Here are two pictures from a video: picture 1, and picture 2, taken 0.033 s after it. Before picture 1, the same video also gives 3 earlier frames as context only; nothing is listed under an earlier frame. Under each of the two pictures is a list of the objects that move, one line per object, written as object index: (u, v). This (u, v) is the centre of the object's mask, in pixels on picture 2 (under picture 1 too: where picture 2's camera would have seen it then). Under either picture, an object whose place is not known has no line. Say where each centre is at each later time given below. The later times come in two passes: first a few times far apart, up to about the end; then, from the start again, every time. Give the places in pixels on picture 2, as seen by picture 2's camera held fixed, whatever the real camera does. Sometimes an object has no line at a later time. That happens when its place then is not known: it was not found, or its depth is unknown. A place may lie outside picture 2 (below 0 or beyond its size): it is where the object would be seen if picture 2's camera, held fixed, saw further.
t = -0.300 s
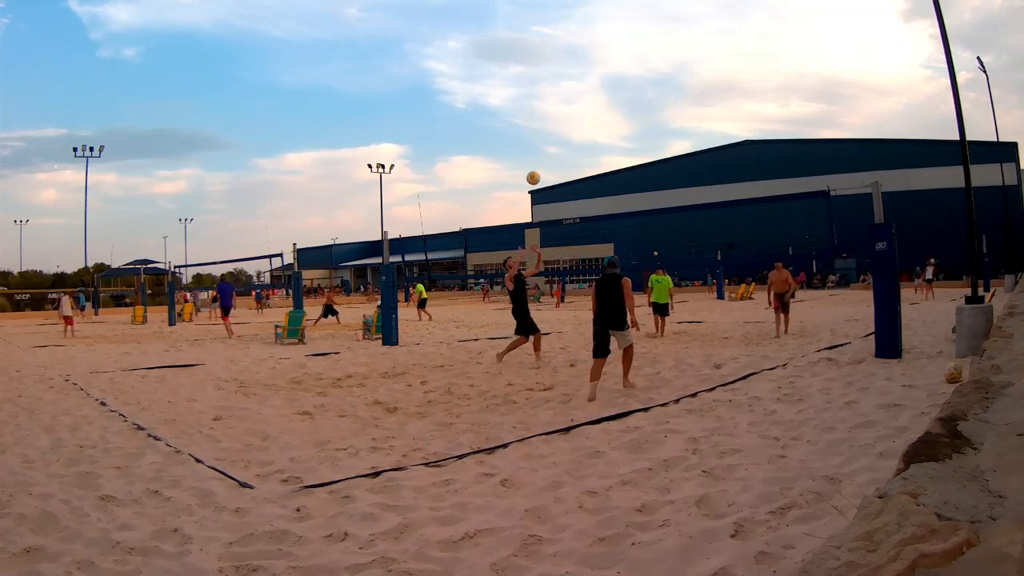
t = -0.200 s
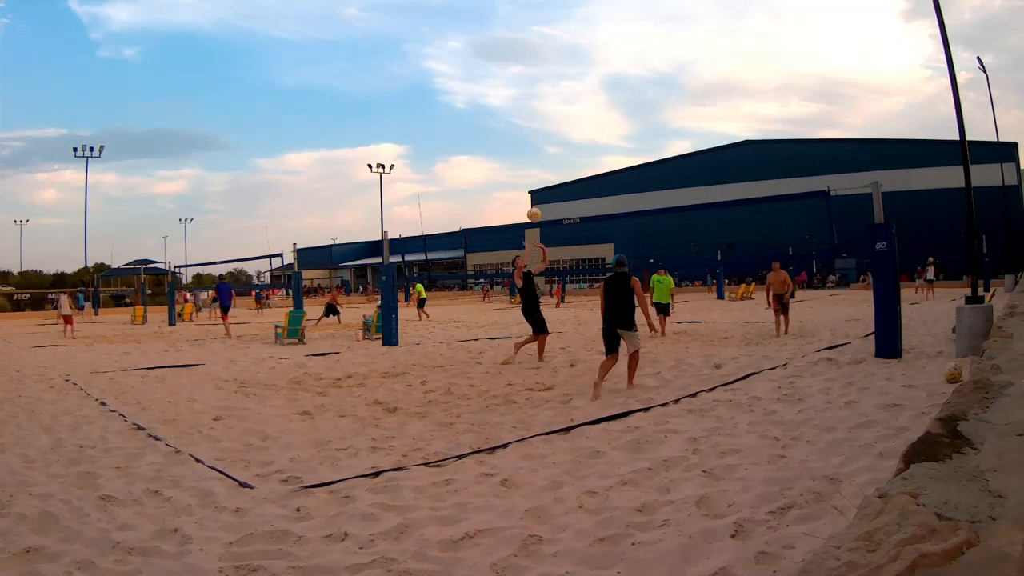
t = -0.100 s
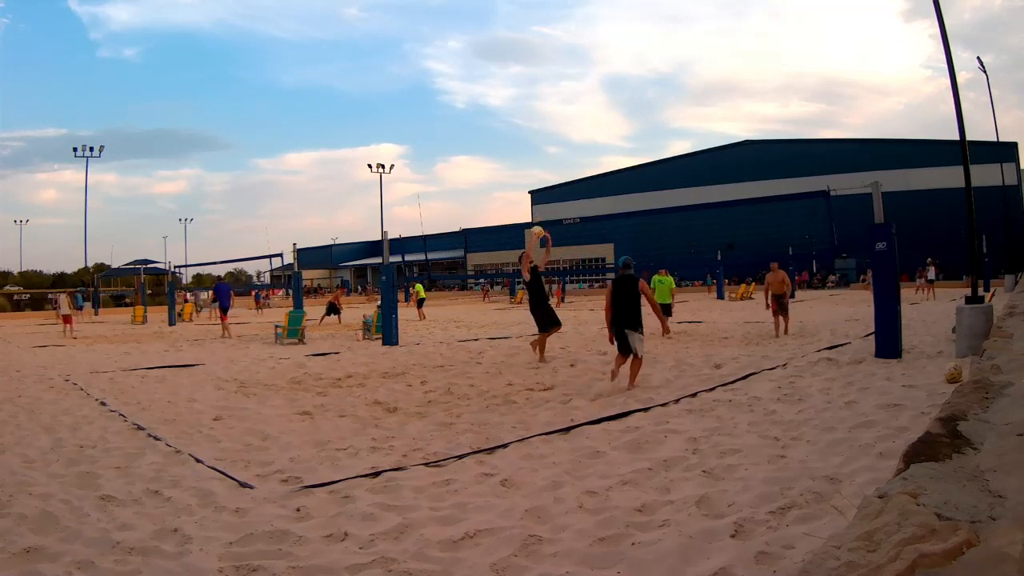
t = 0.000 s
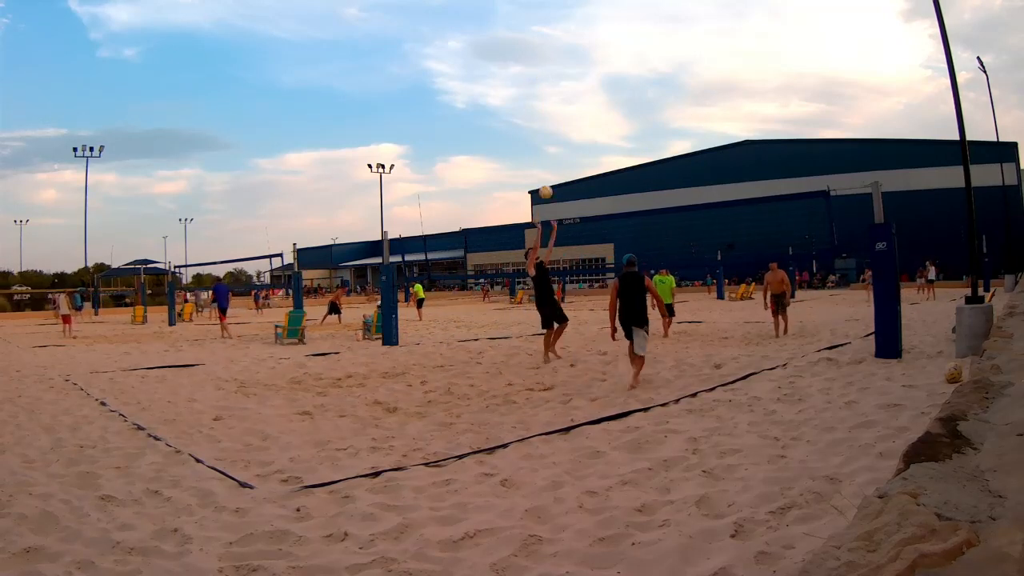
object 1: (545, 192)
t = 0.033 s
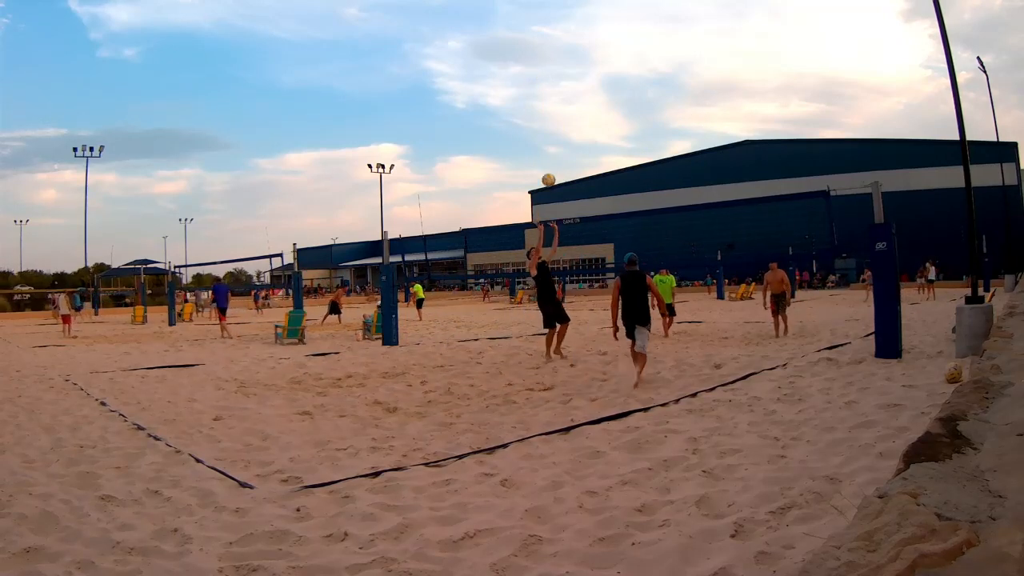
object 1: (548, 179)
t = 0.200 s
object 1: (564, 129)
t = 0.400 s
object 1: (584, 92)
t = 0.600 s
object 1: (606, 77)
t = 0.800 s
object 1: (629, 86)
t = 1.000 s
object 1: (656, 120)
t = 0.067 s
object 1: (551, 168)
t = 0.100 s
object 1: (554, 157)
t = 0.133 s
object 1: (557, 147)
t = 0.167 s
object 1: (561, 138)
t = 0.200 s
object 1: (564, 129)
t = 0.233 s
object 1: (567, 121)
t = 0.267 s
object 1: (570, 114)
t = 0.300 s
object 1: (574, 107)
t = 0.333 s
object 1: (577, 102)
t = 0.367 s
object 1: (581, 96)
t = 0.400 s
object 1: (584, 92)
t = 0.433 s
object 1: (587, 87)
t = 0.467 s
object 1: (591, 84)
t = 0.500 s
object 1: (595, 82)
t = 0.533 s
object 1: (598, 79)
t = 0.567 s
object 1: (602, 78)
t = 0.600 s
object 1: (606, 77)
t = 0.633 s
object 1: (609, 77)
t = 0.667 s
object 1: (613, 78)
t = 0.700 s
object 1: (617, 79)
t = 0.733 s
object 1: (621, 81)
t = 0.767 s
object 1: (625, 83)
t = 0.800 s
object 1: (629, 86)
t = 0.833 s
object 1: (634, 90)
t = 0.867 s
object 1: (638, 94)
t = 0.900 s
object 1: (642, 100)
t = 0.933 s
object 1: (647, 106)
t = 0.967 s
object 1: (651, 112)
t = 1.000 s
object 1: (656, 120)
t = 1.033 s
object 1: (661, 128)
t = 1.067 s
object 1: (665, 137)
